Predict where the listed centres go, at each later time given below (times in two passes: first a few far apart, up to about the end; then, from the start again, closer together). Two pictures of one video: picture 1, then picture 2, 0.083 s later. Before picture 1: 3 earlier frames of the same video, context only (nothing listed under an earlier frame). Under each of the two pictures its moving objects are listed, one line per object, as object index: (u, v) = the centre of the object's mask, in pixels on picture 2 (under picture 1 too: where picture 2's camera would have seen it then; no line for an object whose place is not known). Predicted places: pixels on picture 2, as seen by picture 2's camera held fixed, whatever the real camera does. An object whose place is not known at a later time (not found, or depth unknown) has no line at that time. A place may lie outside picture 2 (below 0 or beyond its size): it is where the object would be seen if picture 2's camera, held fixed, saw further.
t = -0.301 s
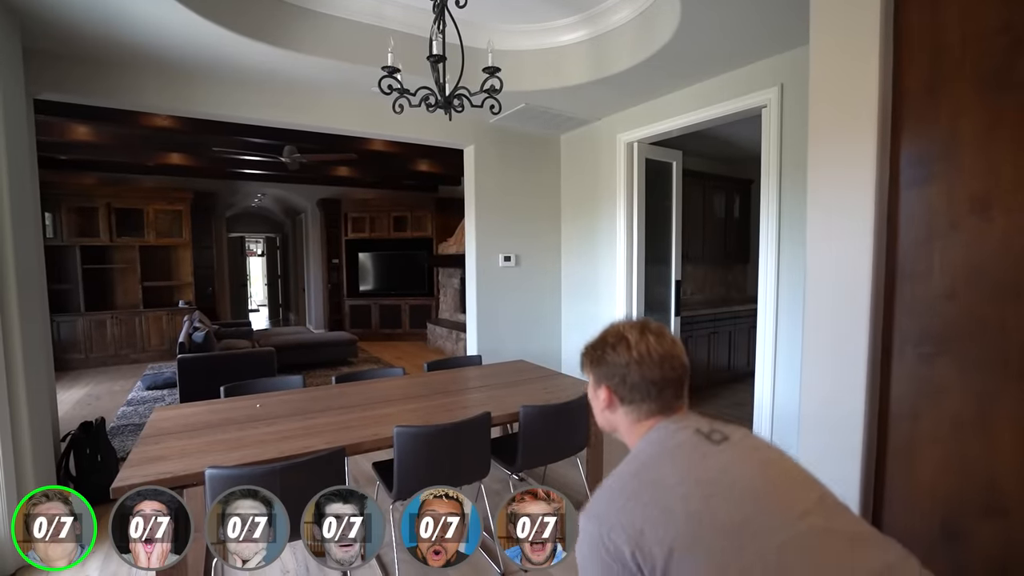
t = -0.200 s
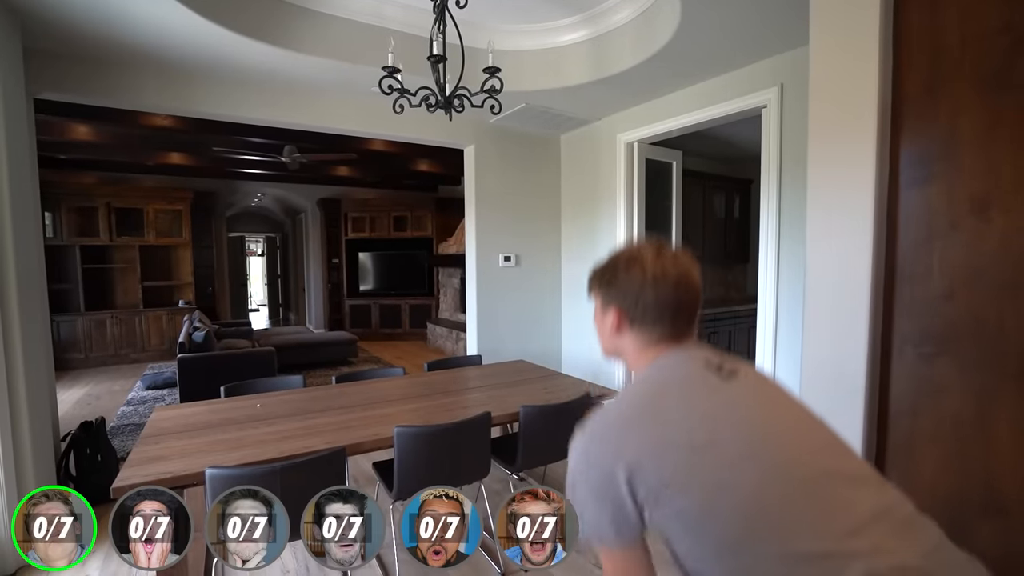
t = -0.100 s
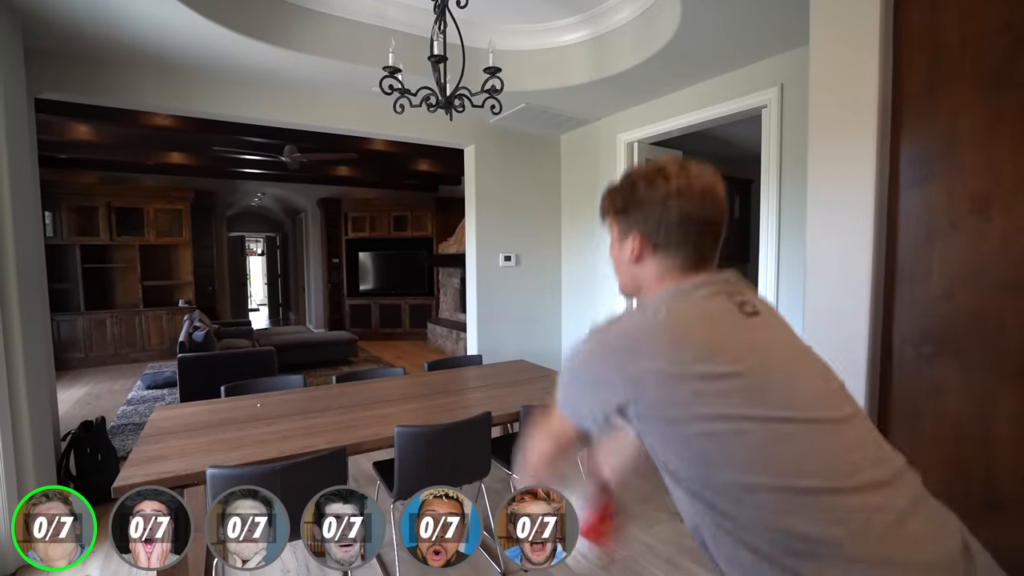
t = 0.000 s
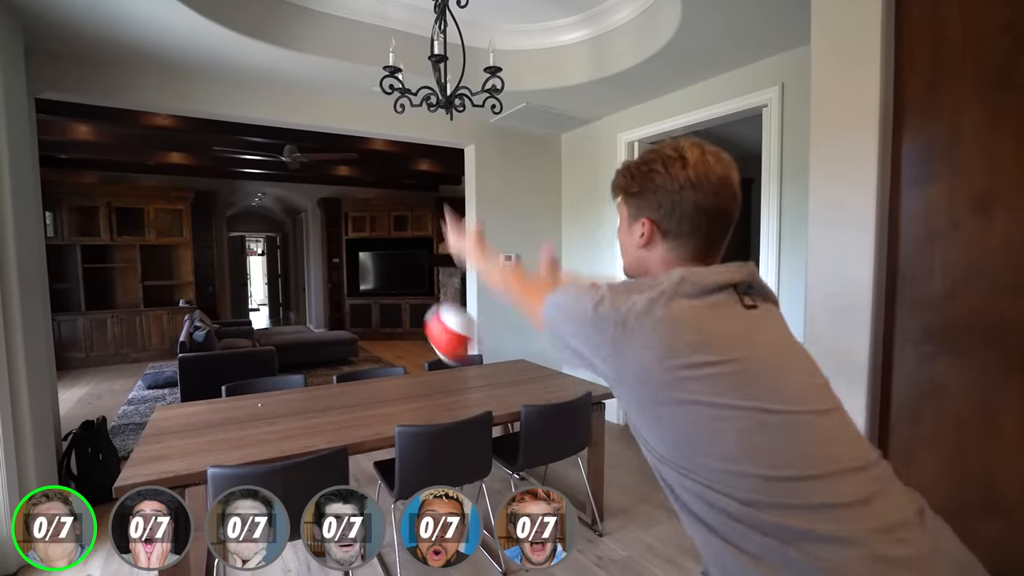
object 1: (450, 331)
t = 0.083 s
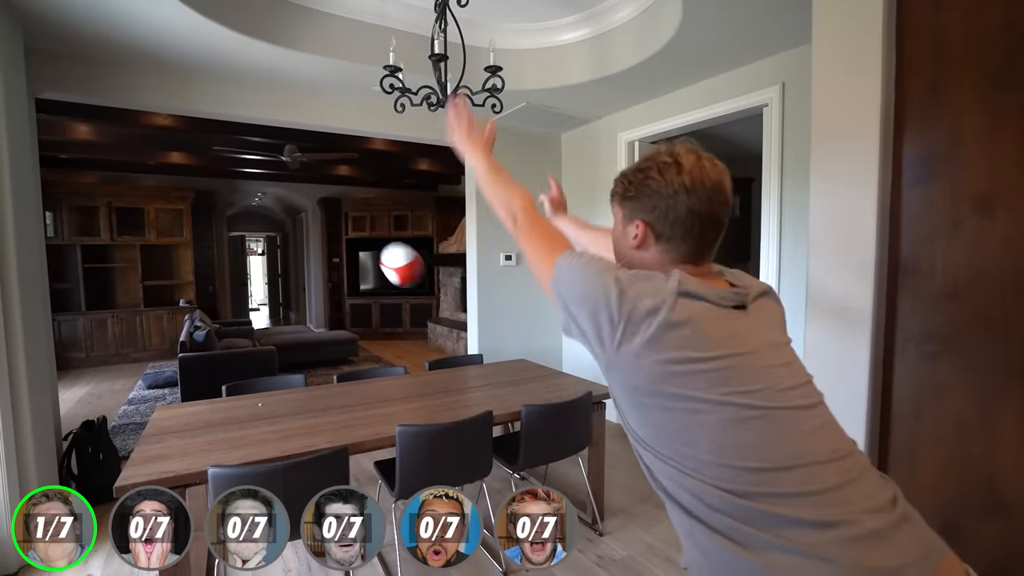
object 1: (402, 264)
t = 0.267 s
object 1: (345, 215)
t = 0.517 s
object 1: (311, 223)
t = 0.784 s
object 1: (296, 265)
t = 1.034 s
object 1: (288, 317)
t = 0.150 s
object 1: (375, 236)
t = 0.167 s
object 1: (370, 231)
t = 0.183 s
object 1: (365, 227)
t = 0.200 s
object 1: (361, 223)
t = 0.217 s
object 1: (356, 221)
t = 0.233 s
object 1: (353, 218)
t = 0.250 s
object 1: (348, 216)
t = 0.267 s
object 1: (345, 215)
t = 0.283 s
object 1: (342, 213)
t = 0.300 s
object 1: (338, 212)
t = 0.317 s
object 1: (336, 212)
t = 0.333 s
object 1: (333, 212)
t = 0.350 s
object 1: (330, 212)
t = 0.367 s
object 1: (328, 212)
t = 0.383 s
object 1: (326, 212)
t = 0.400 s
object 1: (324, 213)
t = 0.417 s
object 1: (321, 214)
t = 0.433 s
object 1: (320, 215)
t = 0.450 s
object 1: (318, 216)
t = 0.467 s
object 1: (316, 217)
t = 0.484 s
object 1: (315, 219)
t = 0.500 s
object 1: (312, 221)
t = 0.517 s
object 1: (311, 223)
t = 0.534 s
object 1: (309, 224)
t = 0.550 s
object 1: (308, 226)
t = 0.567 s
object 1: (307, 229)
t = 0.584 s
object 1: (306, 231)
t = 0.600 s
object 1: (305, 234)
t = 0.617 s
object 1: (303, 237)
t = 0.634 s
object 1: (302, 239)
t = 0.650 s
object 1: (301, 241)
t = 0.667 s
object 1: (300, 244)
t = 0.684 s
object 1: (299, 247)
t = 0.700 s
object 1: (299, 250)
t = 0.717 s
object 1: (298, 252)
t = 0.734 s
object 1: (297, 255)
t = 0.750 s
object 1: (296, 259)
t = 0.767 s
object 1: (296, 262)
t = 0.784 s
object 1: (296, 265)
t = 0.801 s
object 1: (295, 268)
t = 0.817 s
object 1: (294, 271)
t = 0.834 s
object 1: (293, 275)
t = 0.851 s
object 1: (293, 278)
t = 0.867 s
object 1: (292, 281)
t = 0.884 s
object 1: (292, 285)
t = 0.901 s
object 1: (291, 288)
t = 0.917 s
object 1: (291, 292)
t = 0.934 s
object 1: (290, 296)
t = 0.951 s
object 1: (290, 299)
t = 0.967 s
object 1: (290, 303)
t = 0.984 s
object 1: (289, 306)
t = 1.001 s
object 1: (289, 310)
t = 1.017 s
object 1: (289, 314)
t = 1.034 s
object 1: (288, 317)
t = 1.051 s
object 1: (288, 319)
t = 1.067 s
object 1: (288, 321)
